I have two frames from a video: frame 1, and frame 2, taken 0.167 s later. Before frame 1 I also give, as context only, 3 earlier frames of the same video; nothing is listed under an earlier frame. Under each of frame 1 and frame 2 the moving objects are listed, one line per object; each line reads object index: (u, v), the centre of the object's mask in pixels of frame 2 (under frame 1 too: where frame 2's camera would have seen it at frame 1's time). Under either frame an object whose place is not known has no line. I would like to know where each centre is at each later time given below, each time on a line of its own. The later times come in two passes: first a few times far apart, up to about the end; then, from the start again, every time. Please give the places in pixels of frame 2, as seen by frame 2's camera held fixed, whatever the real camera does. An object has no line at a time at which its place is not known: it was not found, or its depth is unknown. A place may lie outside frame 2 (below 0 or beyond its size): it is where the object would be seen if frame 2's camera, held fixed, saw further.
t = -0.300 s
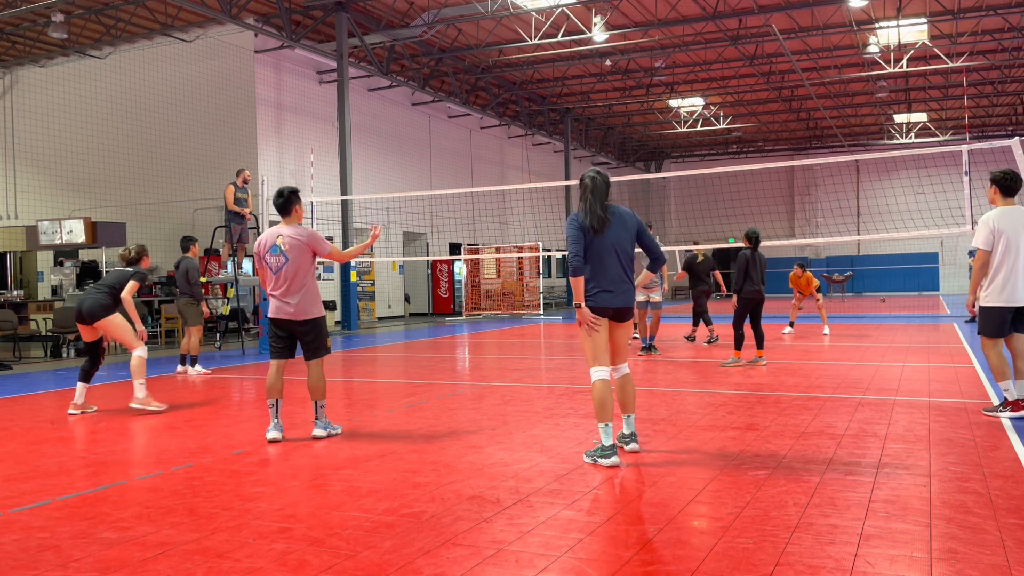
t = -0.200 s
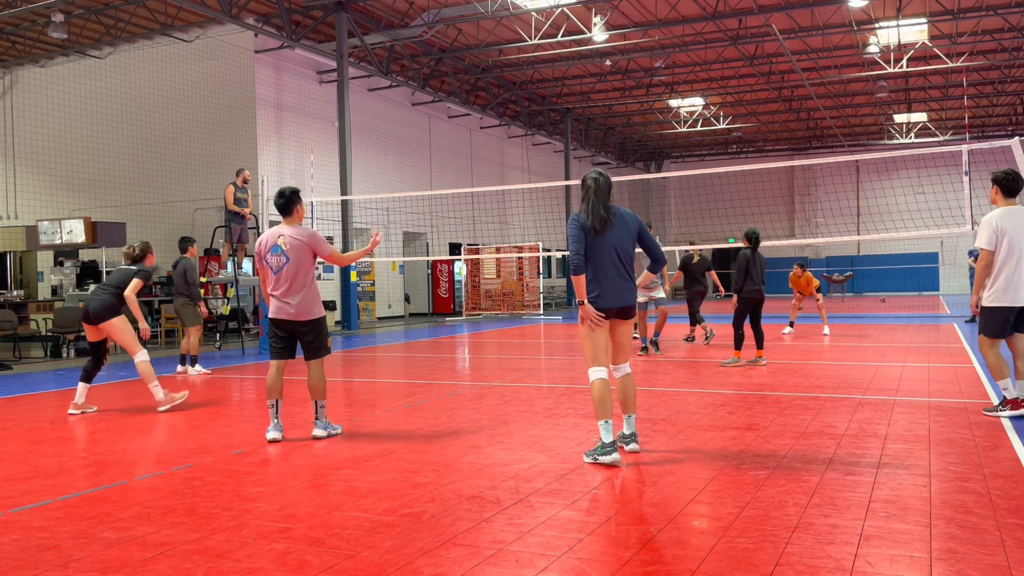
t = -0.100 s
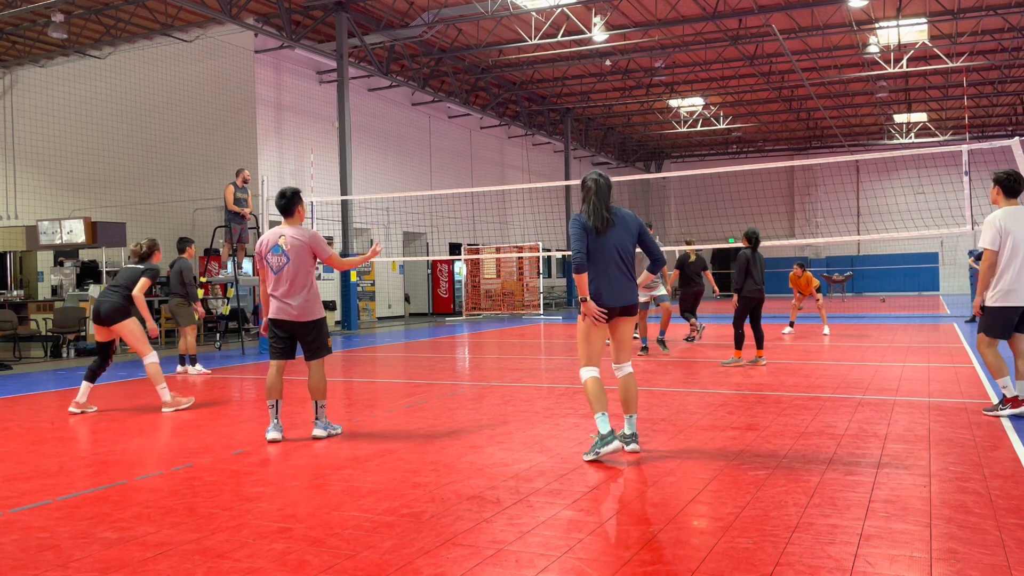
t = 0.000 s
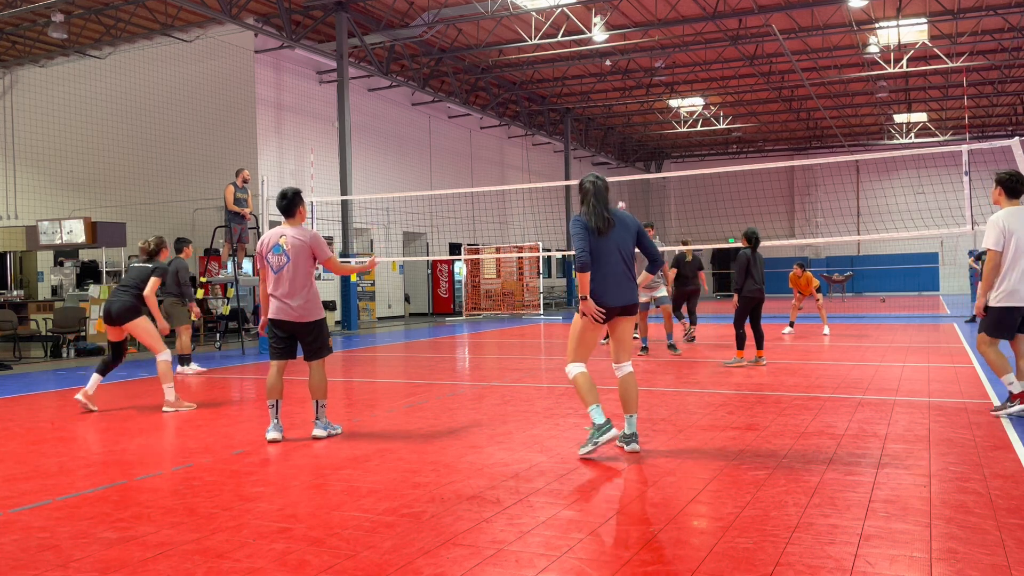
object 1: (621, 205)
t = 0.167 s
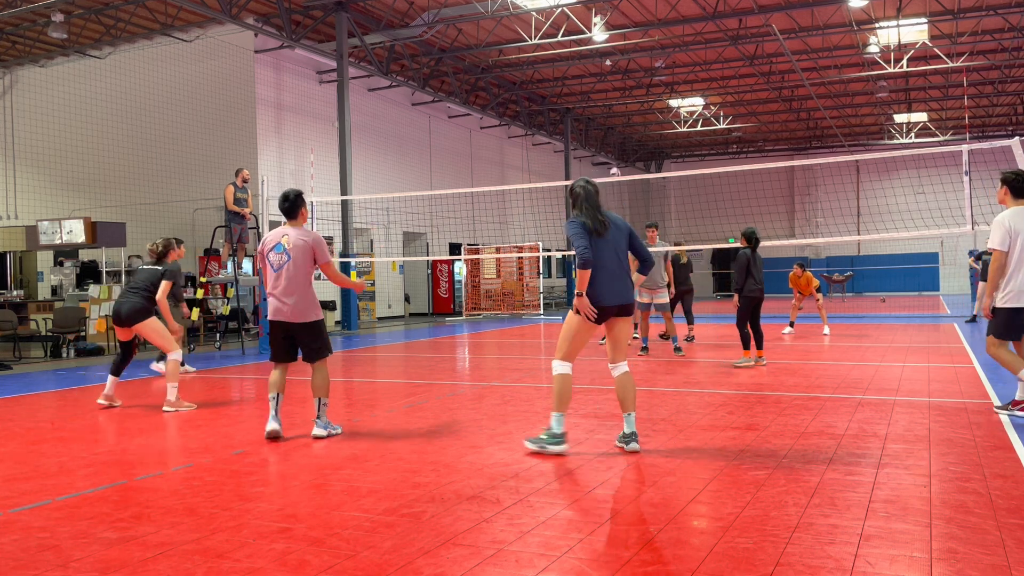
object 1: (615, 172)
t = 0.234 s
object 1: (612, 161)
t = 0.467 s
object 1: (601, 122)
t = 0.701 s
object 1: (585, 98)
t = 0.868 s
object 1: (564, 105)
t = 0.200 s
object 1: (613, 166)
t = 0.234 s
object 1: (612, 161)
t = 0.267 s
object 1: (611, 155)
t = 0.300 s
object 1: (609, 149)
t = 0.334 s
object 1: (608, 143)
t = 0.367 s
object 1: (606, 137)
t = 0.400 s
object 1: (605, 132)
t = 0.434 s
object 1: (603, 127)
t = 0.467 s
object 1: (601, 122)
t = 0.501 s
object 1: (599, 117)
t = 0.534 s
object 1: (598, 113)
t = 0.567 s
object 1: (596, 108)
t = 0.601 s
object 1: (593, 105)
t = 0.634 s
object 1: (591, 102)
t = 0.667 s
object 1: (589, 99)
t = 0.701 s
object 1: (585, 98)
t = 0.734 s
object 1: (582, 97)
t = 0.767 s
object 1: (579, 97)
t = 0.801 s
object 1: (574, 99)
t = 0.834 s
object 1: (569, 101)
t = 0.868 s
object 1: (564, 105)
